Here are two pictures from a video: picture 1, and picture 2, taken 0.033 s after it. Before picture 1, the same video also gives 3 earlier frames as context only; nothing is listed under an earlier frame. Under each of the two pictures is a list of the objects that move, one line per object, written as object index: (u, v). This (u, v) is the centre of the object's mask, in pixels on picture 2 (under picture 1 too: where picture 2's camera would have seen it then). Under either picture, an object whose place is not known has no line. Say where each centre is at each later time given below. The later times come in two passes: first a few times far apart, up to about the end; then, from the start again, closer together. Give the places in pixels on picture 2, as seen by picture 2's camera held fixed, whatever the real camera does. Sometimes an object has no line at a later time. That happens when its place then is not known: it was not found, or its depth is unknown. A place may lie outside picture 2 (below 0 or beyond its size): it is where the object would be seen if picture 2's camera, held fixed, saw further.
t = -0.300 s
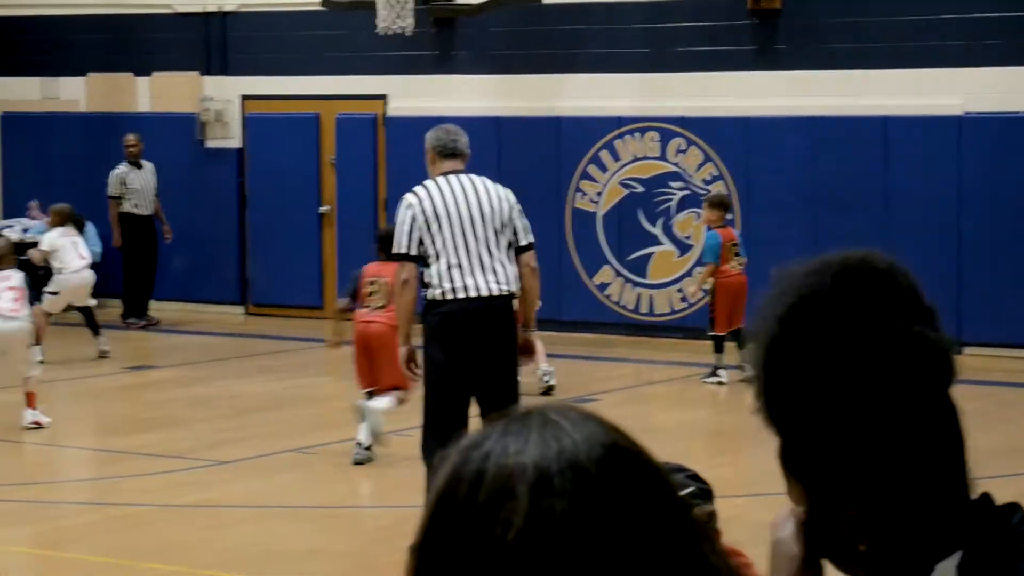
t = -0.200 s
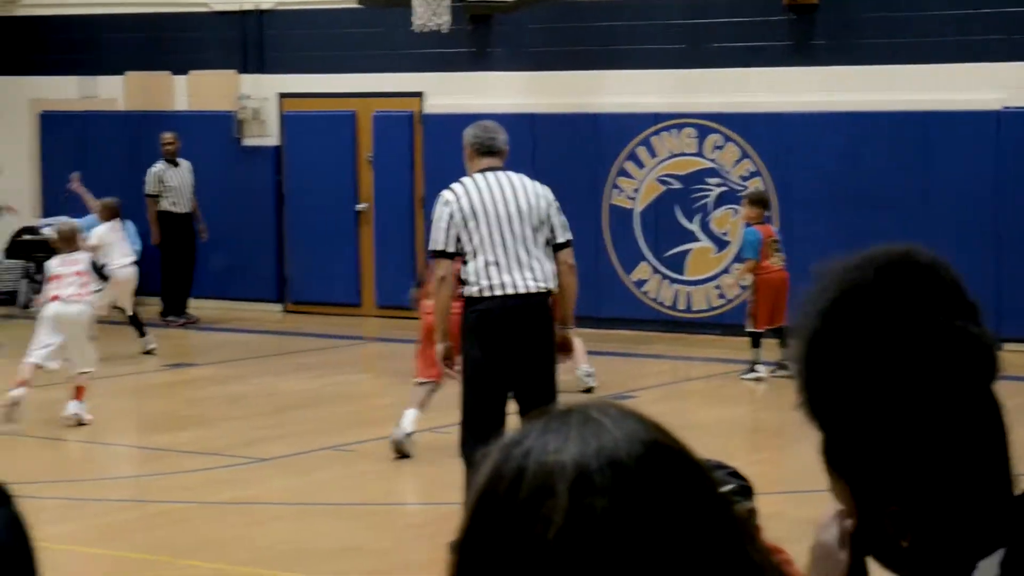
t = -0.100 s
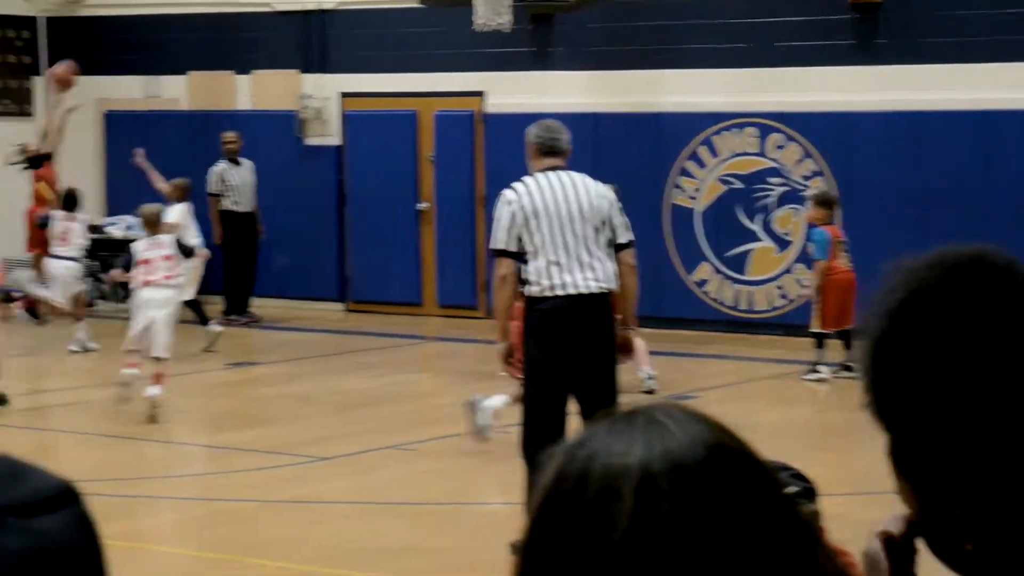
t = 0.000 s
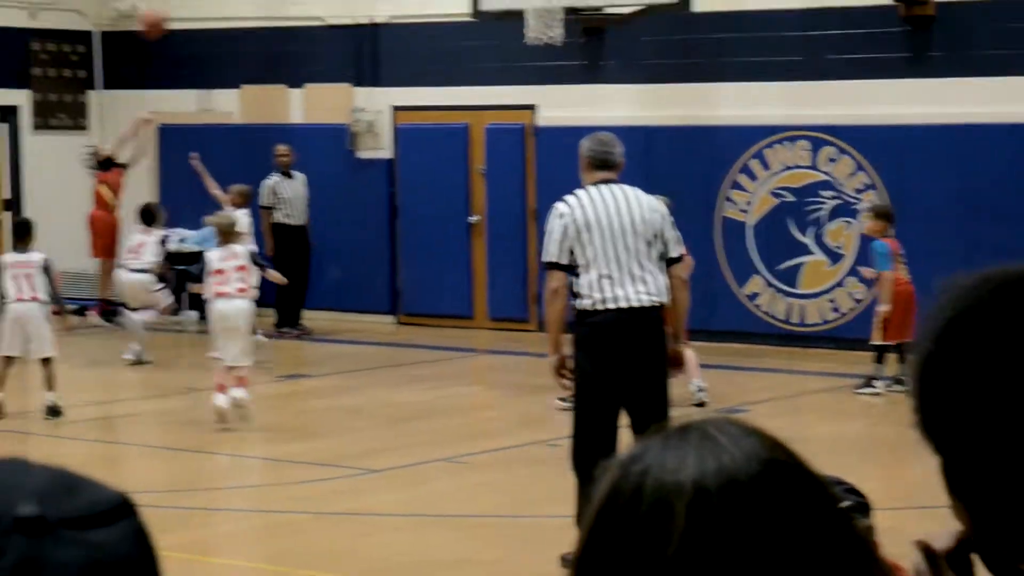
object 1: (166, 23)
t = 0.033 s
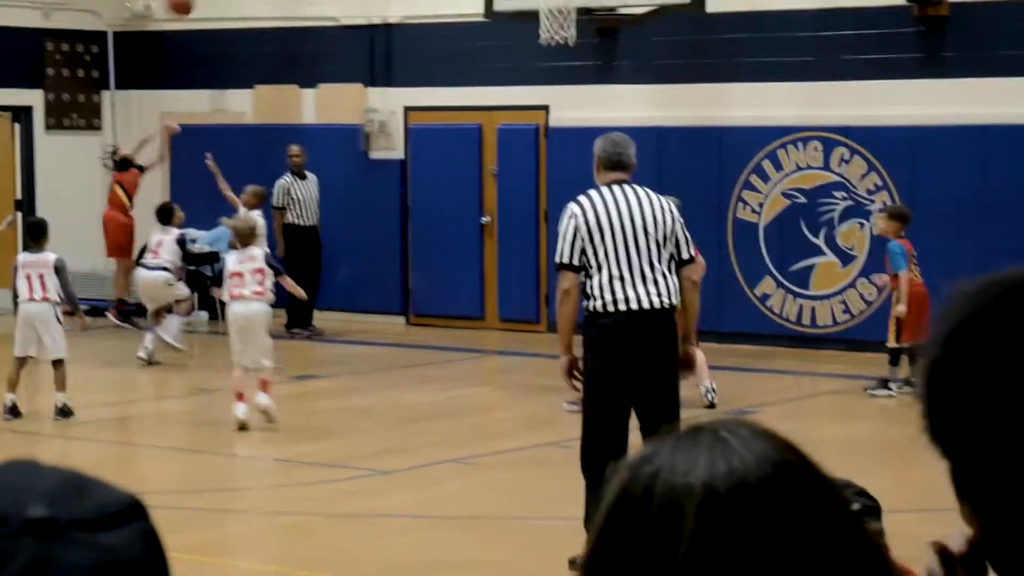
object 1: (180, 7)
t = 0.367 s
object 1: (314, -120)
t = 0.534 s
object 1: (381, -140)
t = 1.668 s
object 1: (629, 0)
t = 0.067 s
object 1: (195, -6)
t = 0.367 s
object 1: (314, -120)
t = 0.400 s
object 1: (327, -126)
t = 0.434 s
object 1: (340, -135)
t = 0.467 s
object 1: (351, -139)
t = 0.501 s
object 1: (367, -140)
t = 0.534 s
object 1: (381, -140)
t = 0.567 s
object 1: (393, -137)
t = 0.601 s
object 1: (408, -137)
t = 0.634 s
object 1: (421, -131)
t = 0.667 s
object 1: (435, -126)
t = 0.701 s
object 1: (449, -118)
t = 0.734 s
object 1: (464, -106)
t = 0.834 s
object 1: (509, -70)
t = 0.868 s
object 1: (524, -54)
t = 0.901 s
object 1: (538, -48)
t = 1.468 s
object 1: (612, -77)
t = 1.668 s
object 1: (629, 0)
